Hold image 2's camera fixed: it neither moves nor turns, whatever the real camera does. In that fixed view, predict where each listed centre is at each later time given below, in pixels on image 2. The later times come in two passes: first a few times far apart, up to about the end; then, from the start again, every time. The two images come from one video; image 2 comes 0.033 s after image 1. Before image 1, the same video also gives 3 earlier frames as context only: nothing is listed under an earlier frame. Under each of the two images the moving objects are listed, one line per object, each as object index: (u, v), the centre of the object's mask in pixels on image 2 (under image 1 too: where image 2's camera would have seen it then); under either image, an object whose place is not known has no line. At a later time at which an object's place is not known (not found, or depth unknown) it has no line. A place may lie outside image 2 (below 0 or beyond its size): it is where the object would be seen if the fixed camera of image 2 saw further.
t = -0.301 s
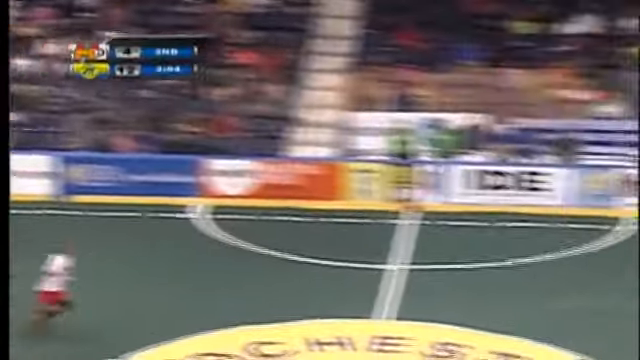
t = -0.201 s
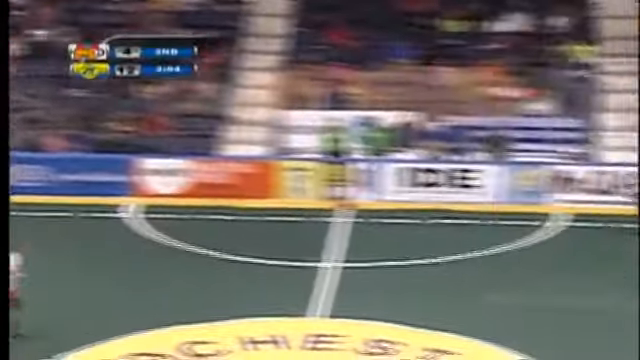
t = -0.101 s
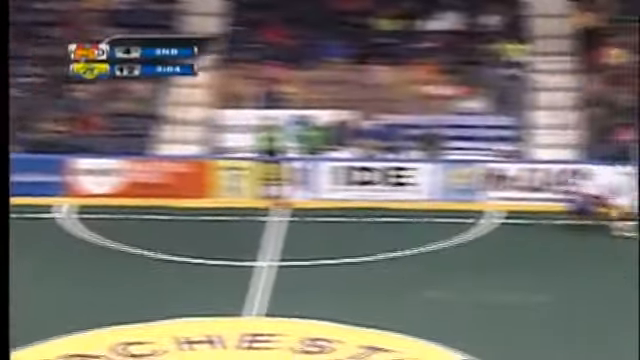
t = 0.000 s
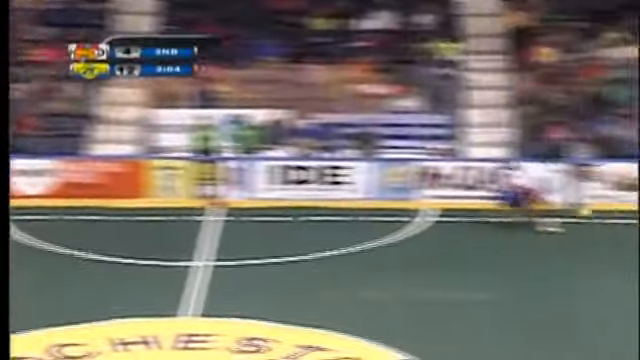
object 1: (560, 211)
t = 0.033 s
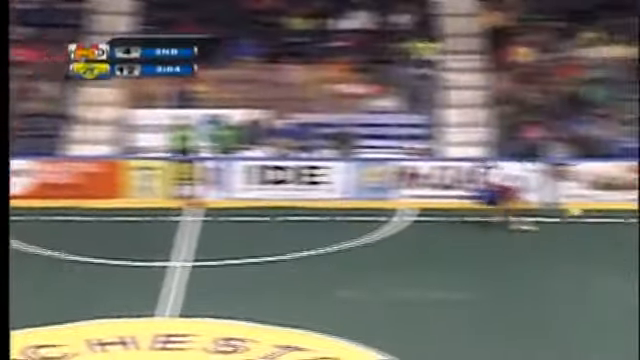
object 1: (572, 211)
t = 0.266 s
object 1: (659, 223)
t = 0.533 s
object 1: (748, 230)
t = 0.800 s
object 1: (832, 238)
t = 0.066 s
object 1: (586, 212)
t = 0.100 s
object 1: (598, 214)
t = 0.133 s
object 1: (611, 218)
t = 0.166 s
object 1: (623, 221)
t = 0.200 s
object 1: (633, 222)
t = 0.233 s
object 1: (645, 222)
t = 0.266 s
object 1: (659, 223)
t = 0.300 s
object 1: (669, 224)
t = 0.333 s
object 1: (683, 226)
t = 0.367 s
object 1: (694, 227)
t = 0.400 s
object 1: (706, 228)
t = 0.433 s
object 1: (715, 227)
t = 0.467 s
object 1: (727, 228)
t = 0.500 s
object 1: (738, 229)
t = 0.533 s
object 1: (748, 230)
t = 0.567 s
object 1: (759, 232)
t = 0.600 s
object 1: (769, 232)
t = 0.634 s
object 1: (779, 233)
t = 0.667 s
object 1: (790, 233)
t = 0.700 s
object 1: (801, 235)
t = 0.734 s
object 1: (811, 236)
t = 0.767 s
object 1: (821, 238)
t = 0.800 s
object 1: (832, 238)
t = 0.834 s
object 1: (843, 238)
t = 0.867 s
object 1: (854, 239)
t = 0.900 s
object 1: (866, 241)
